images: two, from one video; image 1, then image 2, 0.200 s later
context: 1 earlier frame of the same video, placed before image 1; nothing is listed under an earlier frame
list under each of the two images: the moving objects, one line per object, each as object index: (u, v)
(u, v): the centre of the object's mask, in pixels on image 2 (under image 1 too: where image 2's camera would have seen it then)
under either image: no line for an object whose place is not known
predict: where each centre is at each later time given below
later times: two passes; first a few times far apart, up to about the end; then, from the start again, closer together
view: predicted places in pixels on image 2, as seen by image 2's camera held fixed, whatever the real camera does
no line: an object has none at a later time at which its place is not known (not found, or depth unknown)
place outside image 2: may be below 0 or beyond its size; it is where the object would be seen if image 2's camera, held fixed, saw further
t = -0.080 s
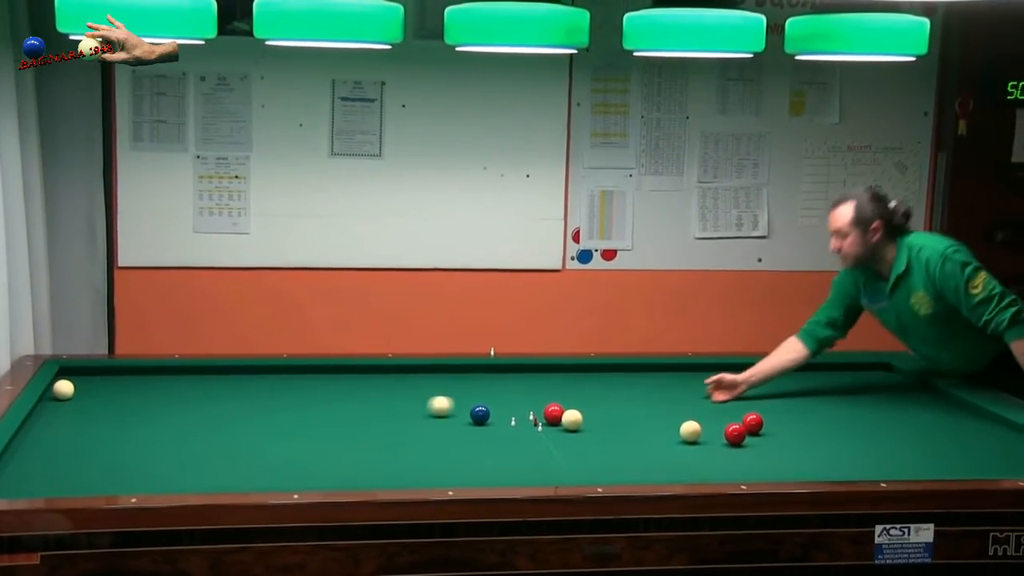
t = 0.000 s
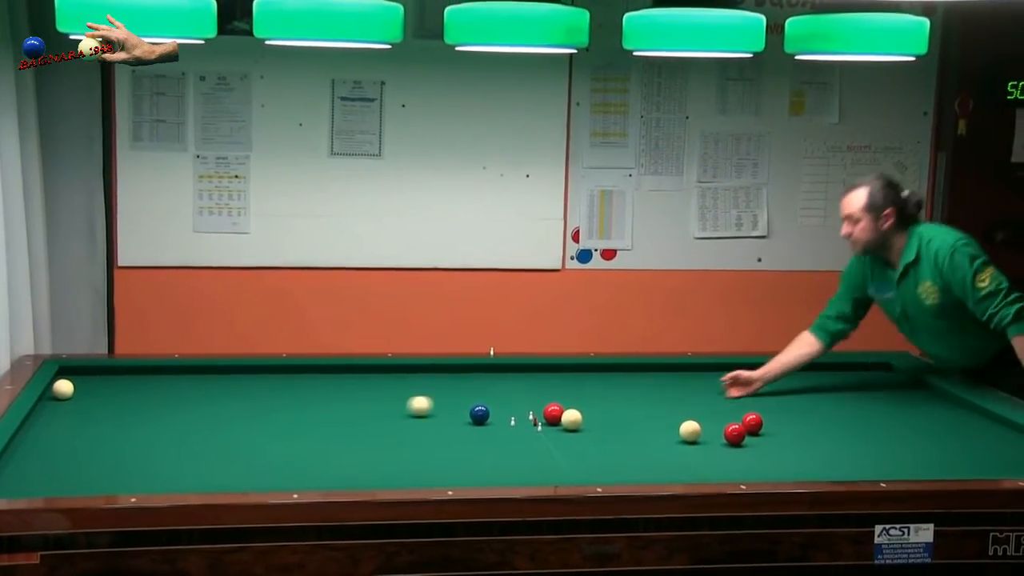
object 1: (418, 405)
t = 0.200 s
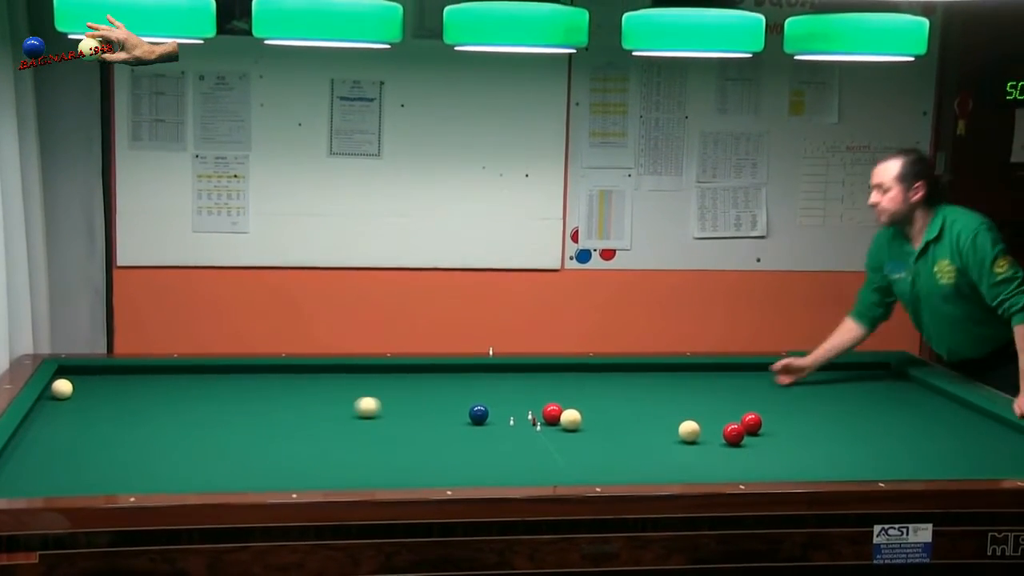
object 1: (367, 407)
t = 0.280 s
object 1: (347, 407)
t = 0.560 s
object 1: (275, 409)
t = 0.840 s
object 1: (202, 411)
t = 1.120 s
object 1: (128, 412)
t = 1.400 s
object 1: (54, 414)
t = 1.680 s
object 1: (73, 415)
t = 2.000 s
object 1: (118, 415)
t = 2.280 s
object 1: (156, 414)
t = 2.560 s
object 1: (192, 414)
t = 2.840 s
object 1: (226, 414)
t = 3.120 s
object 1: (259, 414)
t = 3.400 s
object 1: (290, 415)
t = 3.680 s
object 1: (320, 414)
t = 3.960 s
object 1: (348, 415)
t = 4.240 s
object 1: (375, 415)
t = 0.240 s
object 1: (357, 407)
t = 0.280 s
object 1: (347, 407)
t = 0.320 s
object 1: (337, 408)
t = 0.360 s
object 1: (326, 408)
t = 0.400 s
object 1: (316, 408)
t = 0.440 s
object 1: (306, 408)
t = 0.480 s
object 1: (295, 408)
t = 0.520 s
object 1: (285, 409)
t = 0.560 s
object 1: (275, 409)
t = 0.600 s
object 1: (264, 409)
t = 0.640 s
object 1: (254, 409)
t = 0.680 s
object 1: (243, 409)
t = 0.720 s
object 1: (233, 410)
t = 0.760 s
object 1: (223, 410)
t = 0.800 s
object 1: (212, 410)
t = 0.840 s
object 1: (202, 411)
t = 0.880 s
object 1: (191, 411)
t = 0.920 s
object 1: (181, 411)
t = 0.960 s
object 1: (171, 411)
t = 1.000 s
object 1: (160, 412)
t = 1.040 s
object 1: (150, 412)
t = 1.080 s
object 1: (139, 412)
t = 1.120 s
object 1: (128, 412)
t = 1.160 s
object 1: (118, 412)
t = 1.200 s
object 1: (107, 413)
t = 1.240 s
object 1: (97, 413)
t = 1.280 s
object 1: (86, 413)
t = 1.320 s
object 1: (76, 414)
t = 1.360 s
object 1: (65, 414)
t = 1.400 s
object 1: (54, 414)
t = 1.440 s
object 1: (43, 414)
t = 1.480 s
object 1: (38, 415)
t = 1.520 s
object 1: (46, 415)
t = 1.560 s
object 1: (53, 415)
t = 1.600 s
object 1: (60, 415)
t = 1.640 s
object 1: (67, 415)
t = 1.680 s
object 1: (73, 415)
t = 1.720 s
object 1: (79, 415)
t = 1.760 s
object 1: (84, 415)
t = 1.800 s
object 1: (90, 415)
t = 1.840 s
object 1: (96, 415)
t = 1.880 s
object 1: (101, 415)
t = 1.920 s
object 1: (107, 415)
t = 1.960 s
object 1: (113, 415)
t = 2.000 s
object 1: (118, 415)
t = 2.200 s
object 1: (145, 415)
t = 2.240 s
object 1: (151, 414)
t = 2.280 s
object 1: (156, 414)
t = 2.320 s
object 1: (161, 414)
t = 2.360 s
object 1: (166, 414)
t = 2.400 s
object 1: (172, 414)
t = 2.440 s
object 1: (177, 414)
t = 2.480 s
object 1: (182, 414)
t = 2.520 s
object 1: (187, 414)
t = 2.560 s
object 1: (192, 414)
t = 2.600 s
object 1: (197, 414)
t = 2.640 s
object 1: (202, 414)
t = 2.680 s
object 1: (207, 414)
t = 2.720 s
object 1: (212, 414)
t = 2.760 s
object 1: (217, 414)
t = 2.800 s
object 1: (222, 414)
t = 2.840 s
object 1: (226, 414)
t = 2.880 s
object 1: (231, 414)
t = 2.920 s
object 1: (236, 414)
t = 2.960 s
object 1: (241, 414)
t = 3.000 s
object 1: (245, 414)
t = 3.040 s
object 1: (250, 414)
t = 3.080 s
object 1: (255, 414)
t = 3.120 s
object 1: (259, 414)
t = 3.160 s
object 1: (264, 414)
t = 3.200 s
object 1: (268, 414)
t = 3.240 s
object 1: (273, 415)
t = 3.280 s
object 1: (277, 415)
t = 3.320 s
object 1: (282, 414)
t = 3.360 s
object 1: (286, 414)
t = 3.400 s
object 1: (290, 415)
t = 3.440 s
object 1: (295, 414)
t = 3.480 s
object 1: (299, 414)
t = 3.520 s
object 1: (303, 414)
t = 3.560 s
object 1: (308, 414)
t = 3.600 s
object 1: (312, 414)
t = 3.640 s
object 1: (316, 414)
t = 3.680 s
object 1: (320, 414)
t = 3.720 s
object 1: (324, 414)
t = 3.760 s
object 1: (328, 414)
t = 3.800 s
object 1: (332, 414)
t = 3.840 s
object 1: (337, 414)
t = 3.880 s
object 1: (340, 415)
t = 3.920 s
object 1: (344, 414)
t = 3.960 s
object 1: (348, 415)
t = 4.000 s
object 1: (352, 415)
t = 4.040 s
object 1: (356, 415)
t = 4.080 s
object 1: (360, 415)
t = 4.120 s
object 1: (364, 414)
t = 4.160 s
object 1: (368, 414)
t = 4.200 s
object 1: (371, 414)
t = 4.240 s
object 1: (375, 415)
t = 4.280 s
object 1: (379, 414)
